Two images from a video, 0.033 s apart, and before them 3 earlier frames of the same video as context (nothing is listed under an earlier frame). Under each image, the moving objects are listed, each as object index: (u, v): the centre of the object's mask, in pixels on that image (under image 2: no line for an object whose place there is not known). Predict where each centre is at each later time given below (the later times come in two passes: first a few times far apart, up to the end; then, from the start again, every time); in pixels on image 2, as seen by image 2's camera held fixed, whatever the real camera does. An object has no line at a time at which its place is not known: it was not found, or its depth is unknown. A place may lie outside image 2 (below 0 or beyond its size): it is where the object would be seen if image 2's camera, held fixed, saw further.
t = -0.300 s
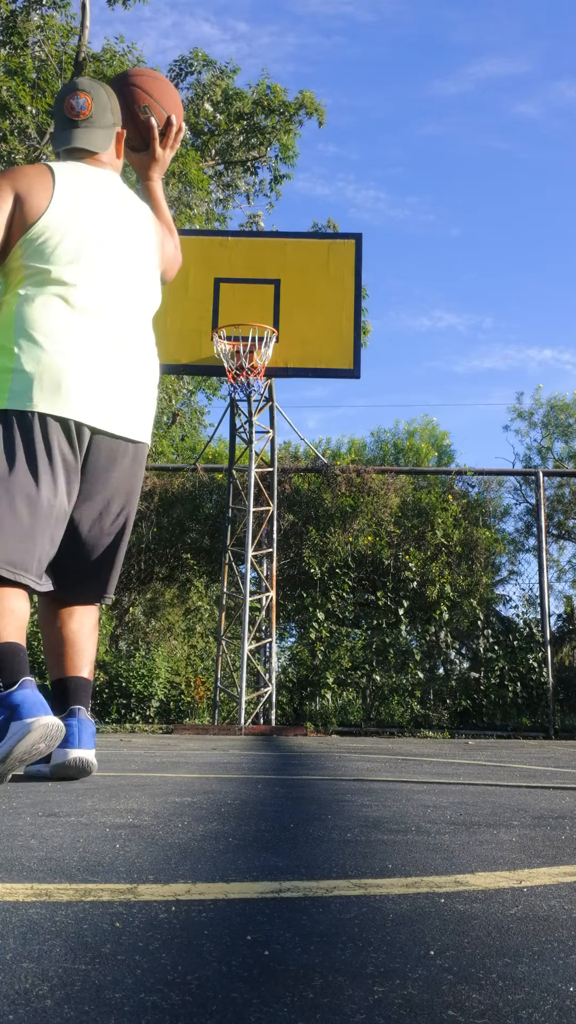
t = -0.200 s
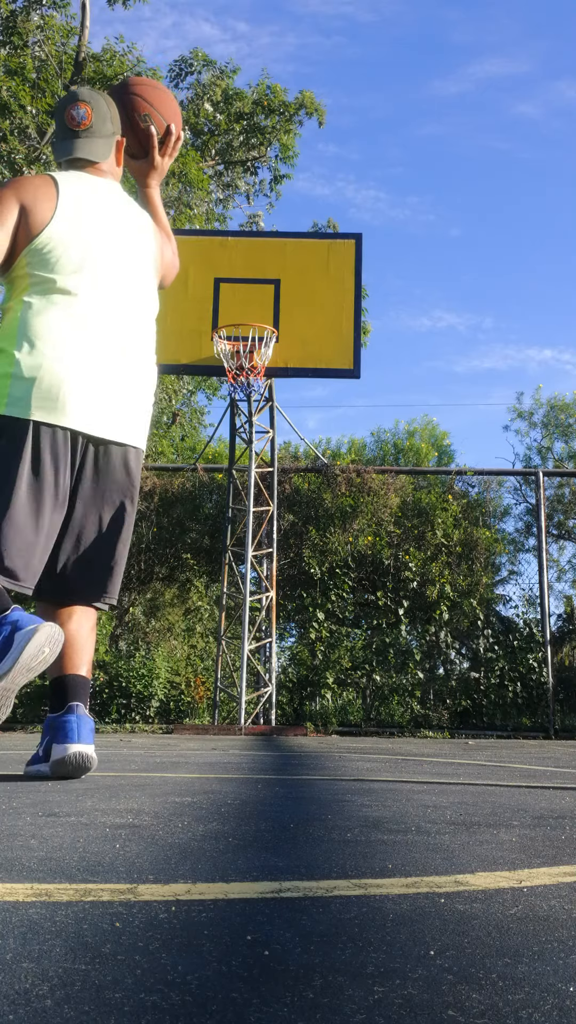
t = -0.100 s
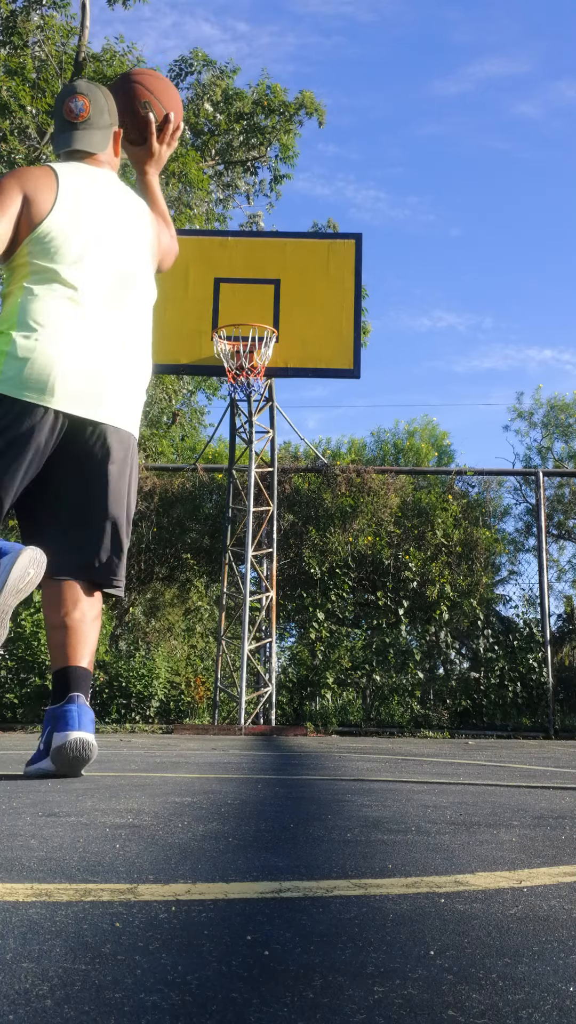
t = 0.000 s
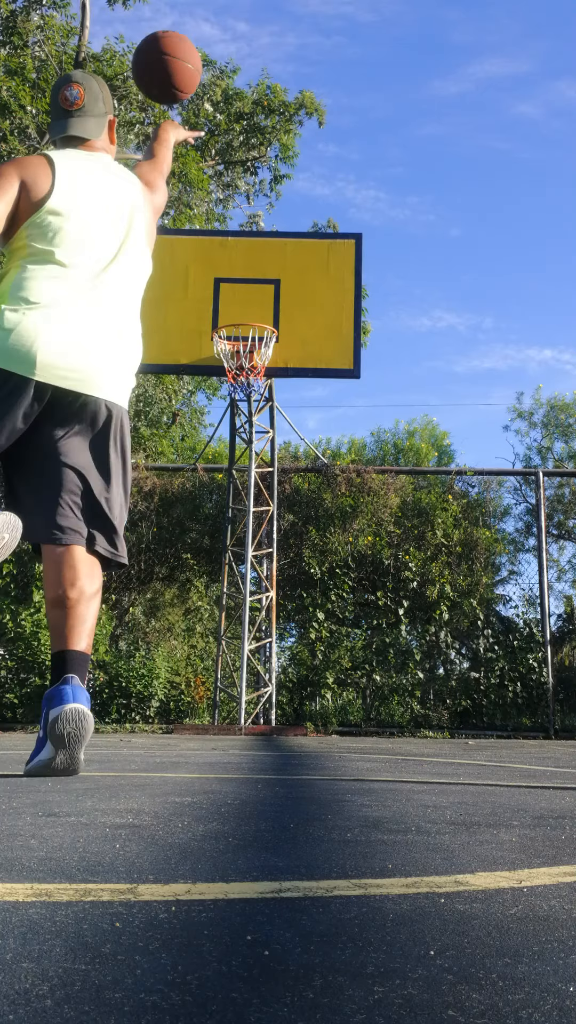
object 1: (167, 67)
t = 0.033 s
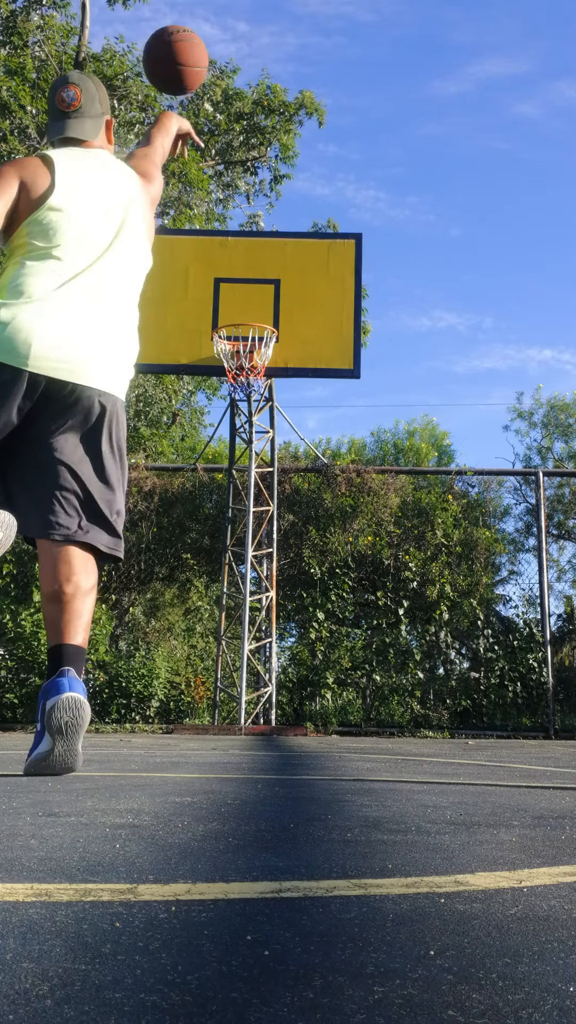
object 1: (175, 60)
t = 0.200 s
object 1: (206, 64)
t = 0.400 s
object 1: (227, 121)
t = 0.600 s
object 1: (238, 210)
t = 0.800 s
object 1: (243, 324)
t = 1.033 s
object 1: (244, 404)
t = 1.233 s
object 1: (240, 489)
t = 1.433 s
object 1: (235, 629)
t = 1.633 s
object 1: (232, 651)
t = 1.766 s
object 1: (233, 569)
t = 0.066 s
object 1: (183, 56)
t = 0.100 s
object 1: (190, 55)
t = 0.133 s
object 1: (196, 56)
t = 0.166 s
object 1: (201, 59)
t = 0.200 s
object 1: (206, 64)
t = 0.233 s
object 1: (211, 70)
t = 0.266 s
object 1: (215, 78)
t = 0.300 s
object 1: (218, 86)
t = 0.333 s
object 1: (222, 97)
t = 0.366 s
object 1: (224, 108)
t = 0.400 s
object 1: (227, 121)
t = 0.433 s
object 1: (230, 134)
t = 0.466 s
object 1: (232, 148)
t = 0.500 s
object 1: (233, 161)
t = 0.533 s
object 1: (235, 176)
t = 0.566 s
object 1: (236, 192)
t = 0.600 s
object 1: (238, 210)
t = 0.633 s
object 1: (239, 229)
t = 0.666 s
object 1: (240, 247)
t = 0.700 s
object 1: (241, 266)
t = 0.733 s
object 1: (242, 286)
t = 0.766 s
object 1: (243, 306)
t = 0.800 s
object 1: (243, 324)
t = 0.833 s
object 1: (244, 349)
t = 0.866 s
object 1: (244, 361)
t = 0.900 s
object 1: (246, 384)
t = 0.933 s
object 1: (244, 383)
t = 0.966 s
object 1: (245, 386)
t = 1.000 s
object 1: (244, 394)
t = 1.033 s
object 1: (244, 404)
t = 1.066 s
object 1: (243, 414)
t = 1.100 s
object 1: (243, 427)
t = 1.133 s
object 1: (242, 440)
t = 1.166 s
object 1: (242, 455)
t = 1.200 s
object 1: (241, 471)
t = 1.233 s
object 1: (240, 489)
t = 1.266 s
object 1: (239, 508)
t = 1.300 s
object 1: (238, 530)
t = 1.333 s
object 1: (237, 552)
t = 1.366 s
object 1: (237, 575)
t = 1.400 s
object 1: (236, 601)
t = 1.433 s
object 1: (235, 629)
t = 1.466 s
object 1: (233, 659)
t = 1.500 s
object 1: (232, 690)
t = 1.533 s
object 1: (230, 723)
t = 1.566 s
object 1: (231, 701)
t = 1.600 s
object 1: (232, 675)
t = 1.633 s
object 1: (232, 651)
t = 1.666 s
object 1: (232, 628)
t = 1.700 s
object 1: (233, 606)
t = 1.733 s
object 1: (233, 587)
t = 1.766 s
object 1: (233, 569)
